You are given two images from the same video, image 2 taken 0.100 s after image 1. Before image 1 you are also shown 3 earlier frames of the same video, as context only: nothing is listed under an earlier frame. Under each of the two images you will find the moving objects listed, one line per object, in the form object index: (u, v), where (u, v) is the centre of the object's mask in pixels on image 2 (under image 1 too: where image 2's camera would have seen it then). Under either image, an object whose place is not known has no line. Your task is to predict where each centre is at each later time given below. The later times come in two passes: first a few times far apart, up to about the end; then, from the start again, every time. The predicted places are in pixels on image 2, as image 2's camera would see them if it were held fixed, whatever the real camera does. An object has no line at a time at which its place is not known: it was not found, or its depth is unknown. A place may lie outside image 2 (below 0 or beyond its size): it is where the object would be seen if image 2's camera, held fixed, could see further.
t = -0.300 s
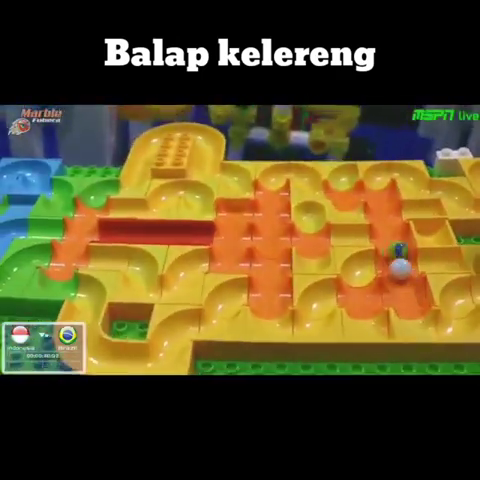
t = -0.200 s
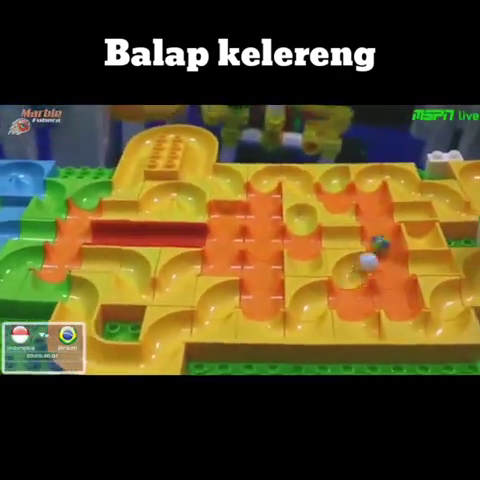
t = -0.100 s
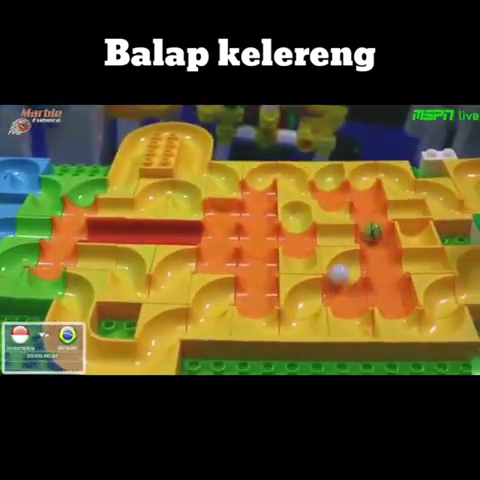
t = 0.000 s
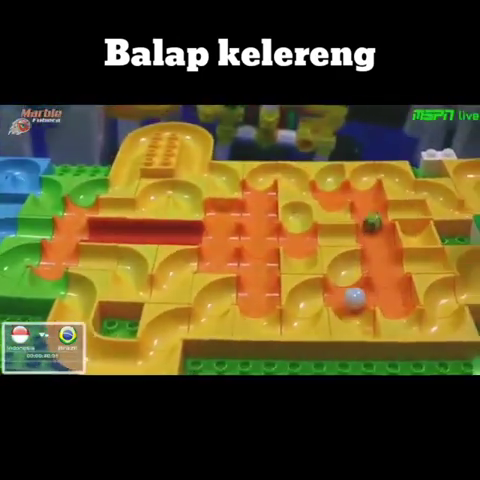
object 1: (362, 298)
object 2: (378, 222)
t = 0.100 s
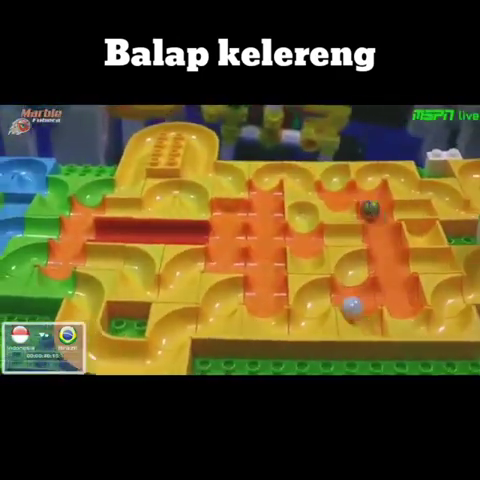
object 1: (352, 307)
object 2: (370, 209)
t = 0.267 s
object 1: (364, 320)
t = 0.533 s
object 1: (359, 303)
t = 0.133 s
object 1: (354, 310)
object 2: (368, 208)
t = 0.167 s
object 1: (361, 316)
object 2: (370, 209)
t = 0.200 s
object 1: (365, 316)
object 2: (375, 210)
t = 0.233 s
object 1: (364, 318)
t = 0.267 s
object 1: (364, 320)
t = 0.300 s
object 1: (363, 321)
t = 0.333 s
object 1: (364, 319)
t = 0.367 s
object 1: (364, 317)
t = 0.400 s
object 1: (359, 314)
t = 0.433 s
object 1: (355, 311)
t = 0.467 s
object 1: (355, 311)
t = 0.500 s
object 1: (358, 308)
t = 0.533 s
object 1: (359, 303)
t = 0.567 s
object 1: (355, 299)
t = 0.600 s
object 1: (349, 295)
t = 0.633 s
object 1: (342, 290)
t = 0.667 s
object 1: (334, 290)
